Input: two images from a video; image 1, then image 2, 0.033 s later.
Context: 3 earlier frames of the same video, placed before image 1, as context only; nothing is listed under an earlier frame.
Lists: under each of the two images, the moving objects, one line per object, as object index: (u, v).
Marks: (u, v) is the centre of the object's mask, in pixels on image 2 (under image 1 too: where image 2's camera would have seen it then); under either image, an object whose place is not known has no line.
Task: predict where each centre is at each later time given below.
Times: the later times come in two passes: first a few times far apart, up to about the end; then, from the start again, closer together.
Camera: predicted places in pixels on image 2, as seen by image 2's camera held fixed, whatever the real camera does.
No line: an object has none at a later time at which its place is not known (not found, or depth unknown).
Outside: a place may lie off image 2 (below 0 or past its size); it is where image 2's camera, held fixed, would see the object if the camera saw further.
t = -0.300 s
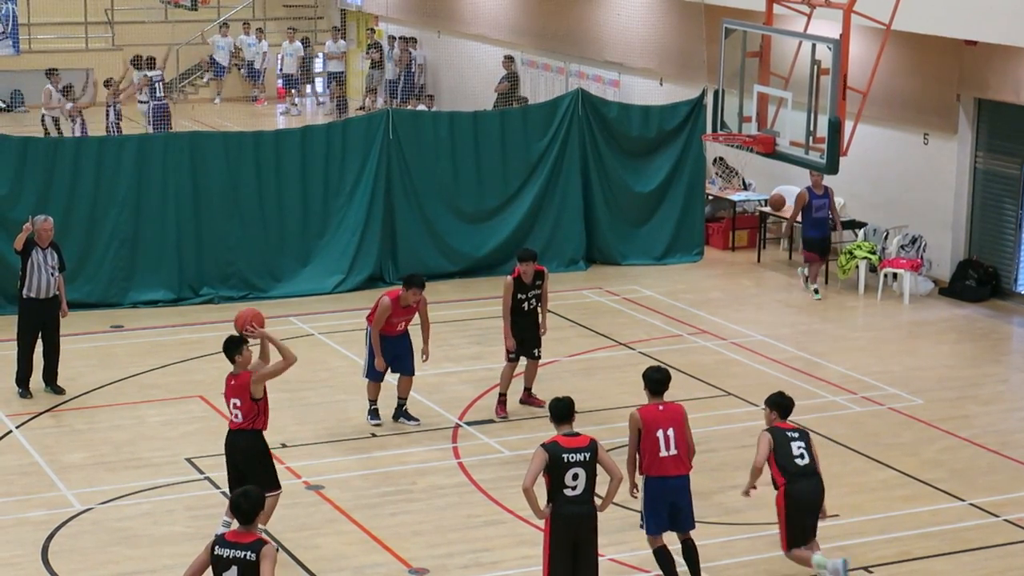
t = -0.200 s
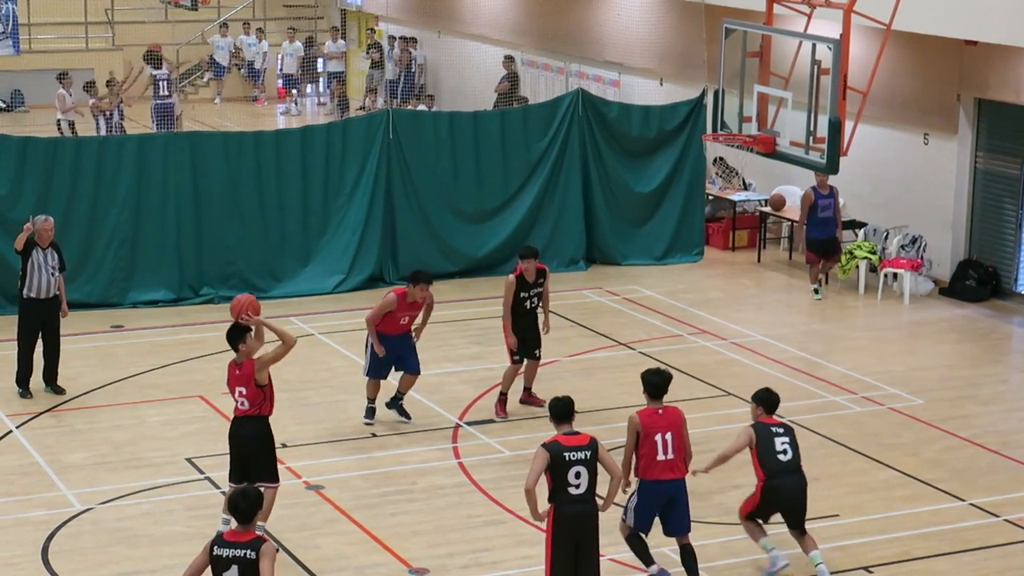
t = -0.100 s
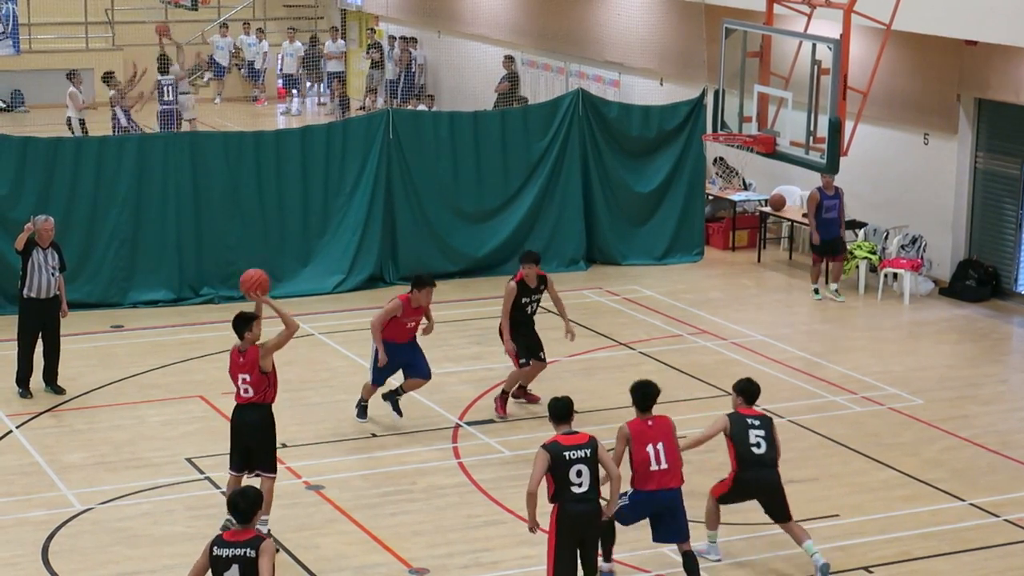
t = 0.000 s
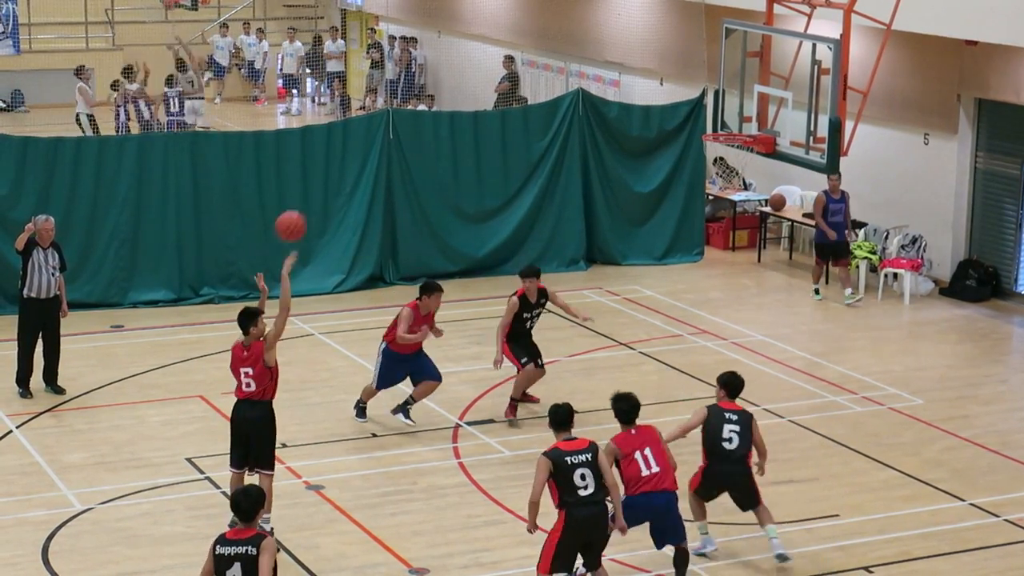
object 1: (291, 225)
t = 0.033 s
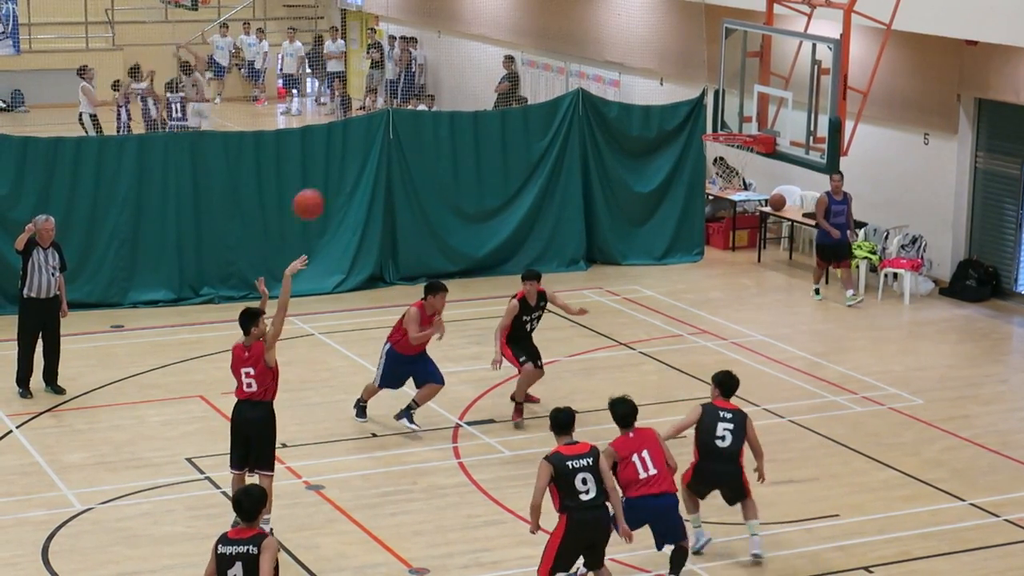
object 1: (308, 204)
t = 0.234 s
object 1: (412, 104)
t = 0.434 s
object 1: (511, 55)
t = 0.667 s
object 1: (619, 59)
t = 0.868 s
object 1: (705, 110)
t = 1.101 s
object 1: (757, 198)
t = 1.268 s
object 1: (763, 278)
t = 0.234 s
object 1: (412, 104)
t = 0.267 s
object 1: (428, 92)
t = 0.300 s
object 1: (445, 82)
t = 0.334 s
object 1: (462, 73)
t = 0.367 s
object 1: (478, 65)
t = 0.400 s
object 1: (494, 59)
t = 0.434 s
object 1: (511, 55)
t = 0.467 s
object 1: (527, 52)
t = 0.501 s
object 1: (543, 50)
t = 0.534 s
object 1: (558, 48)
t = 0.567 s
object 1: (574, 49)
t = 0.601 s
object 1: (589, 51)
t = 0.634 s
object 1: (604, 54)
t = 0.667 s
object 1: (619, 59)
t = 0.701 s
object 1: (634, 64)
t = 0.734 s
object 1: (649, 71)
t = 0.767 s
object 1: (663, 80)
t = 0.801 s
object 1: (677, 89)
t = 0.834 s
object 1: (692, 99)
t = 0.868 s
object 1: (705, 110)
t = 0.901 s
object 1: (719, 124)
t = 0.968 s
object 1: (745, 154)
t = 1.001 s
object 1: (753, 164)
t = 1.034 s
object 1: (755, 174)
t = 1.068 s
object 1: (756, 186)
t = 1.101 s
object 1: (757, 198)
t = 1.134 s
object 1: (758, 212)
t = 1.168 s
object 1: (760, 227)
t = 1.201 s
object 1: (761, 242)
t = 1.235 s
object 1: (762, 260)
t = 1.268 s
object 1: (763, 278)
